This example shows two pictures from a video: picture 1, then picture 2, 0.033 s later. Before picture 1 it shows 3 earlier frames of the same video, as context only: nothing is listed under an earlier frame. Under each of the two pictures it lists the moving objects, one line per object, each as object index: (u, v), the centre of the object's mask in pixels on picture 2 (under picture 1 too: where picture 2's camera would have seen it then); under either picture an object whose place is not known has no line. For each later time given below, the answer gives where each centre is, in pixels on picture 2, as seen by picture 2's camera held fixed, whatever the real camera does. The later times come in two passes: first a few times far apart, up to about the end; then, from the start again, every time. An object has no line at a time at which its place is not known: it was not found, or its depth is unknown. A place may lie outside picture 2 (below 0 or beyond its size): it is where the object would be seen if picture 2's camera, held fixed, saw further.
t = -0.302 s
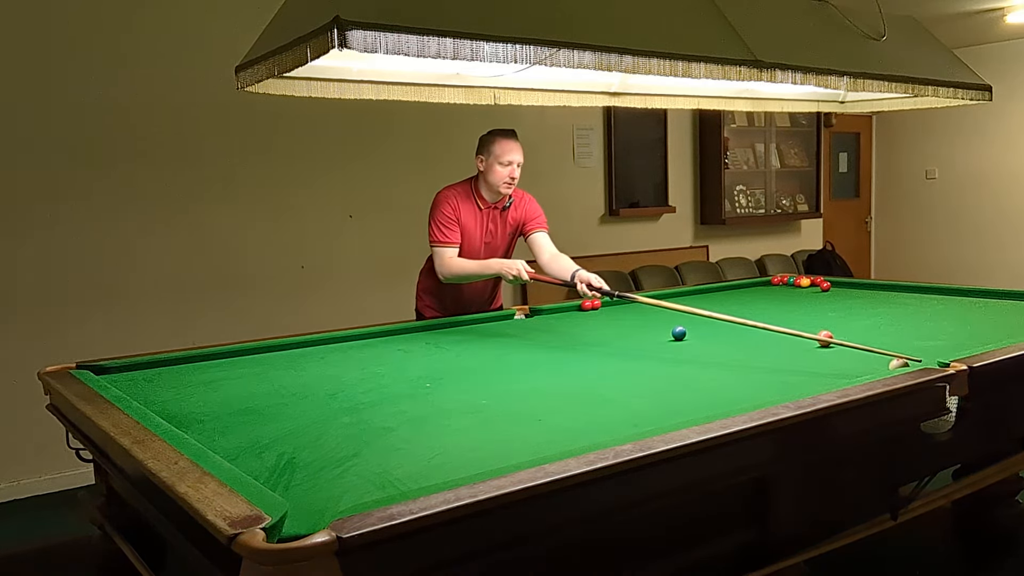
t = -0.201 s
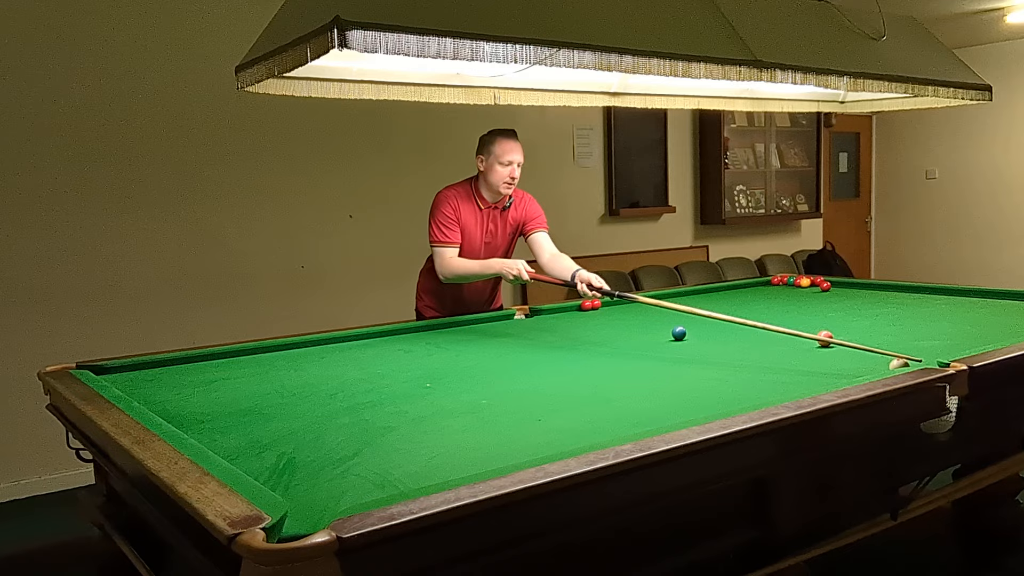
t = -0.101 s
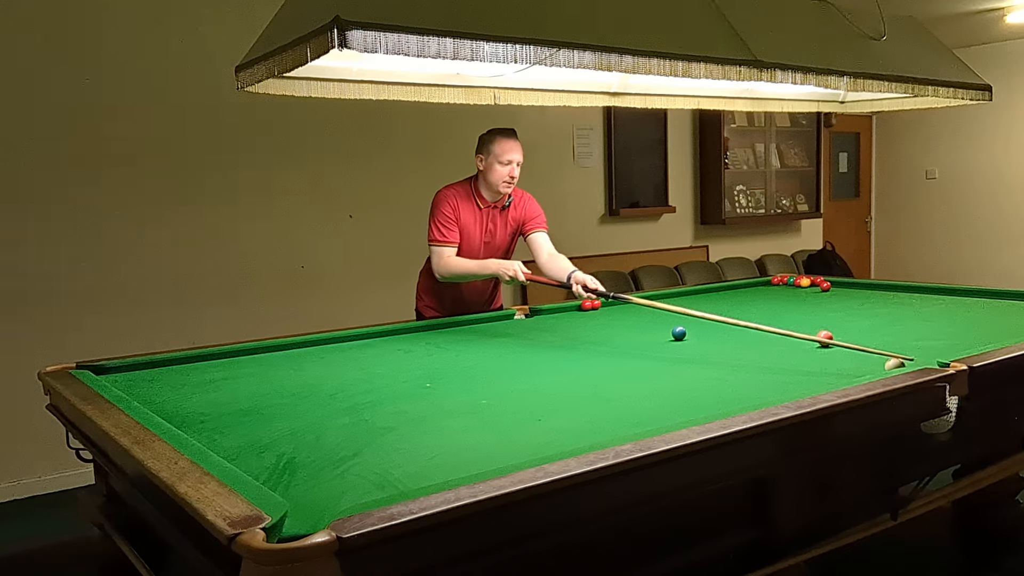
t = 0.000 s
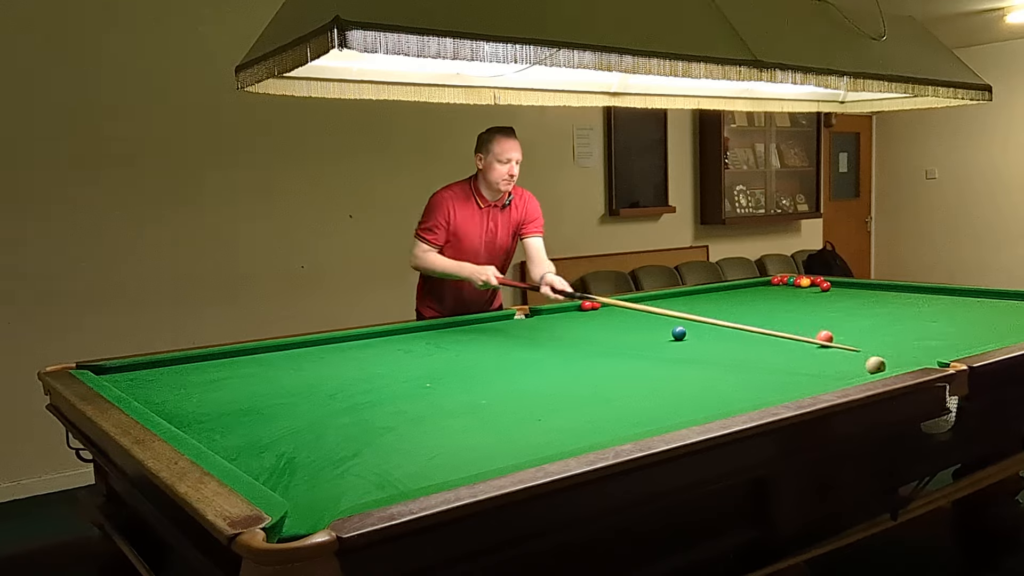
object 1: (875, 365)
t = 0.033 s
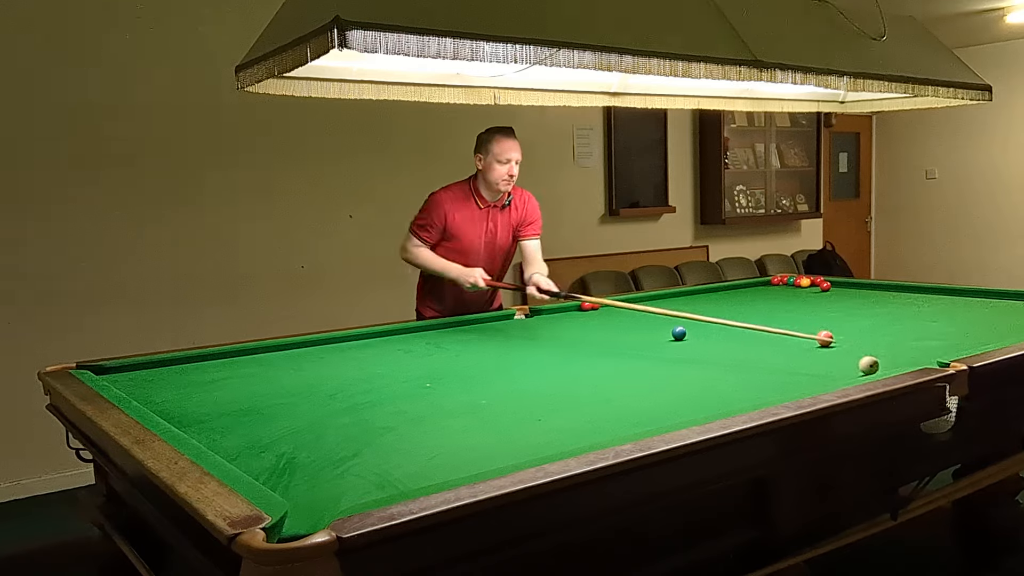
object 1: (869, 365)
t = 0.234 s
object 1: (829, 363)
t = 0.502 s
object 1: (782, 361)
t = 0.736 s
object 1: (744, 358)
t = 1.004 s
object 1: (705, 356)
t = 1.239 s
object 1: (674, 354)
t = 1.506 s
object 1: (643, 352)
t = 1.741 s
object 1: (618, 351)
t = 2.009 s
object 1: (592, 349)
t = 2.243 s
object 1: (572, 348)
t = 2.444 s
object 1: (556, 347)
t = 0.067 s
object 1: (862, 365)
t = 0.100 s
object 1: (855, 365)
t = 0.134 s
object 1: (848, 364)
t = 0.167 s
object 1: (842, 364)
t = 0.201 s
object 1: (835, 364)
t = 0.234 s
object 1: (829, 363)
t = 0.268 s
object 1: (823, 363)
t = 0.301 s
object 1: (817, 363)
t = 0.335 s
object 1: (811, 362)
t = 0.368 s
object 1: (805, 362)
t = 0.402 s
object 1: (799, 361)
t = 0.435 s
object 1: (793, 361)
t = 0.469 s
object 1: (787, 361)
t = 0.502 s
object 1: (782, 361)
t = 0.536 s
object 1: (776, 360)
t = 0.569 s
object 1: (770, 360)
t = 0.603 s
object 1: (765, 359)
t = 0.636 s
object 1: (760, 359)
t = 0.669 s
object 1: (754, 359)
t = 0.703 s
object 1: (749, 358)
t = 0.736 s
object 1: (744, 358)
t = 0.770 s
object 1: (739, 358)
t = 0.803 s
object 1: (734, 358)
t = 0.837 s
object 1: (729, 357)
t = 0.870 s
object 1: (724, 357)
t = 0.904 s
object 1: (719, 357)
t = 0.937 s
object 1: (715, 356)
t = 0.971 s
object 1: (710, 356)
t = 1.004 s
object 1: (705, 356)
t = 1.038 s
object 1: (701, 356)
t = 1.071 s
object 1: (696, 355)
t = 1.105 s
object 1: (692, 355)
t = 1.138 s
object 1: (687, 355)
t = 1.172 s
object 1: (683, 355)
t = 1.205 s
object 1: (679, 354)
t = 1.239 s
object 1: (674, 354)
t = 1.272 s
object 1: (671, 354)
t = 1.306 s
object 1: (666, 354)
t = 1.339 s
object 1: (662, 353)
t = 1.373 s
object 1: (658, 353)
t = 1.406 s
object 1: (654, 353)
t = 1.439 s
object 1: (651, 353)
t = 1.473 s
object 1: (647, 352)
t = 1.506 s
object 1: (643, 352)
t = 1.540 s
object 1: (639, 352)
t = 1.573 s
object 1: (635, 352)
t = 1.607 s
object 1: (632, 352)
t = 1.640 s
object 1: (628, 351)
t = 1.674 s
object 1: (625, 351)
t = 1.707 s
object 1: (621, 351)
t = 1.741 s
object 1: (618, 351)
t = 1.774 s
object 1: (614, 350)
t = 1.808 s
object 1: (611, 350)
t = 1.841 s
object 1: (608, 350)
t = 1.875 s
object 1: (605, 350)
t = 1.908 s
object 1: (602, 349)
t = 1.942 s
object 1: (598, 349)
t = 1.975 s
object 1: (595, 349)
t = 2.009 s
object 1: (592, 349)
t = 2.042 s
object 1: (589, 349)
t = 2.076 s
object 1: (586, 349)
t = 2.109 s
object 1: (583, 348)
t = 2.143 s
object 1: (580, 348)
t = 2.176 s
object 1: (578, 348)
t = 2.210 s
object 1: (575, 348)
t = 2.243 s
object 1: (572, 348)
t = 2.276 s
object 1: (569, 347)
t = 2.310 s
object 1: (567, 347)
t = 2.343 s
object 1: (564, 347)
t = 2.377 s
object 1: (562, 347)
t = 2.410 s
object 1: (559, 347)
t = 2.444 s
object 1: (556, 347)
